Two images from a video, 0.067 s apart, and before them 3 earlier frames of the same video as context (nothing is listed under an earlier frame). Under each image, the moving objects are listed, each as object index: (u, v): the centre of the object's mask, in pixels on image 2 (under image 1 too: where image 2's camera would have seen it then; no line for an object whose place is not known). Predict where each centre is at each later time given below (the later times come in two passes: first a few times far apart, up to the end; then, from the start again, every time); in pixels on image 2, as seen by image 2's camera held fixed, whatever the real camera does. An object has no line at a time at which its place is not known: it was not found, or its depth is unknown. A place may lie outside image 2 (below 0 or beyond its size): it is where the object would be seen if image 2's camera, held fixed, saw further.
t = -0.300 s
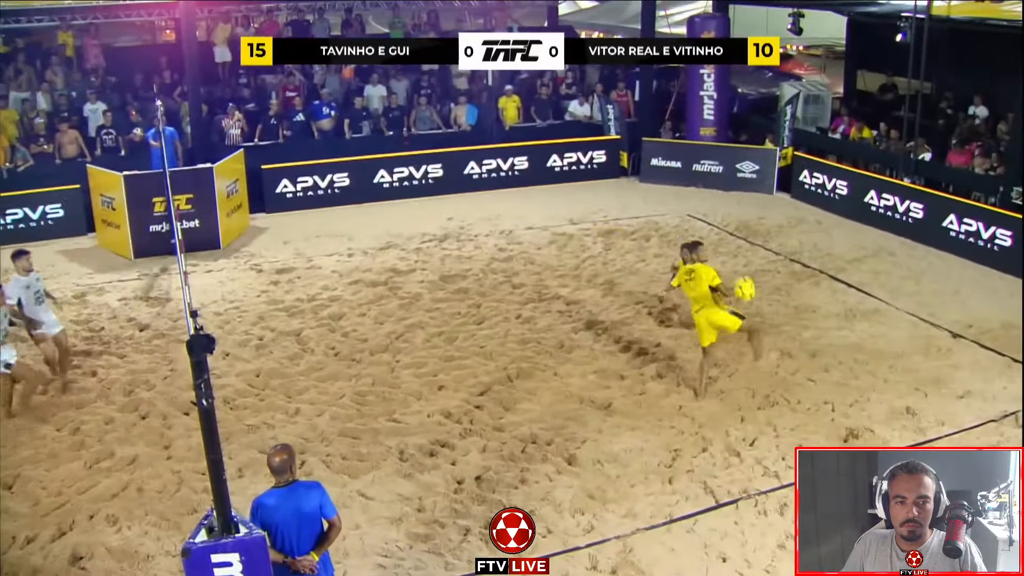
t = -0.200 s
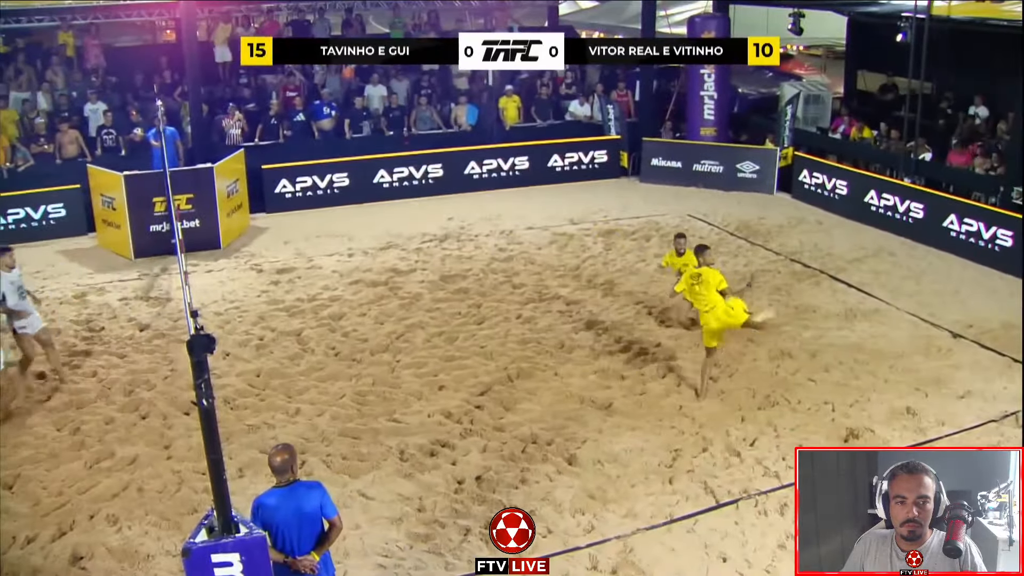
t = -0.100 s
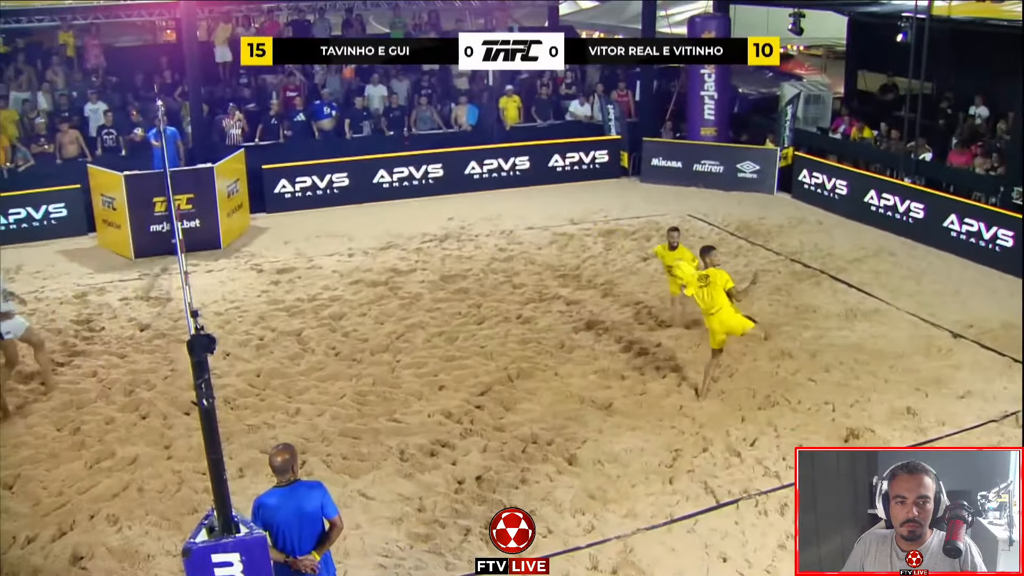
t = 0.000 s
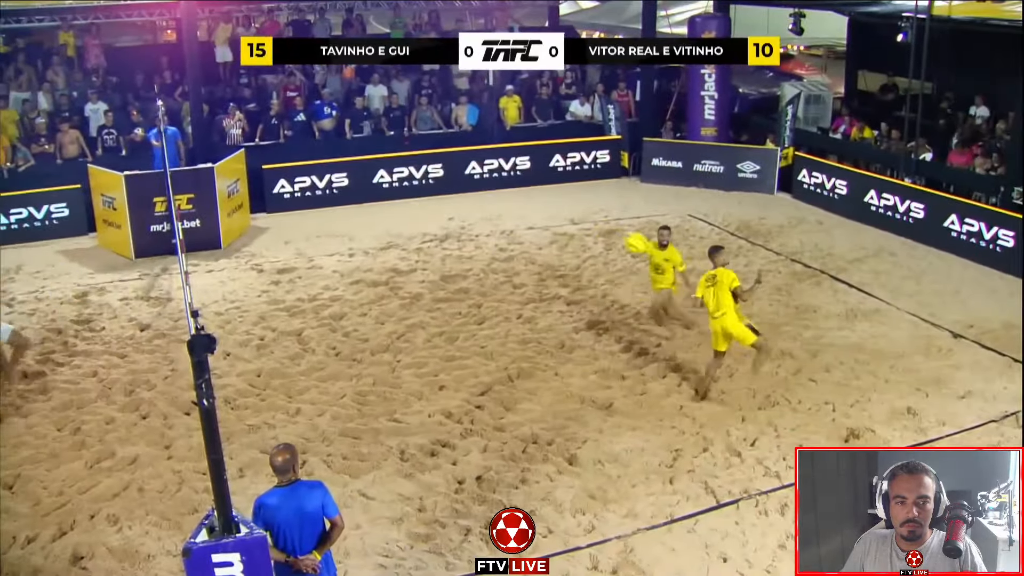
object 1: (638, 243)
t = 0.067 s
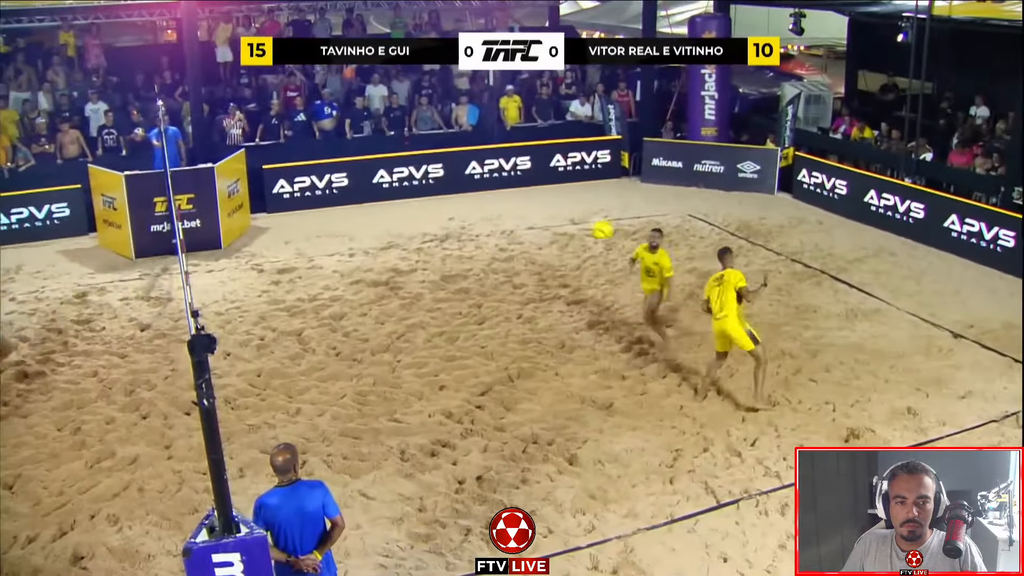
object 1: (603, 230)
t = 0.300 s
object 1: (490, 219)
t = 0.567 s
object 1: (382, 265)
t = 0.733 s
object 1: (321, 319)
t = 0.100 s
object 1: (586, 225)
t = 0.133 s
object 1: (569, 221)
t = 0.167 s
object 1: (553, 218)
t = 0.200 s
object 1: (537, 216)
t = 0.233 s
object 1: (522, 216)
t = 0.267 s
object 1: (506, 216)
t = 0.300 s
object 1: (490, 219)
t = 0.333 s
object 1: (476, 221)
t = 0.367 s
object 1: (462, 225)
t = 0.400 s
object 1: (448, 230)
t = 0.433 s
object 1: (434, 235)
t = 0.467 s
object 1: (420, 241)
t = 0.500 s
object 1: (407, 248)
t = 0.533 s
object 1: (394, 255)
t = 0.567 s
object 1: (382, 265)
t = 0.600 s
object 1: (370, 274)
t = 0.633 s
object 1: (356, 285)
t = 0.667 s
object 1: (344, 295)
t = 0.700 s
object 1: (334, 307)
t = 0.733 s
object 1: (321, 319)
